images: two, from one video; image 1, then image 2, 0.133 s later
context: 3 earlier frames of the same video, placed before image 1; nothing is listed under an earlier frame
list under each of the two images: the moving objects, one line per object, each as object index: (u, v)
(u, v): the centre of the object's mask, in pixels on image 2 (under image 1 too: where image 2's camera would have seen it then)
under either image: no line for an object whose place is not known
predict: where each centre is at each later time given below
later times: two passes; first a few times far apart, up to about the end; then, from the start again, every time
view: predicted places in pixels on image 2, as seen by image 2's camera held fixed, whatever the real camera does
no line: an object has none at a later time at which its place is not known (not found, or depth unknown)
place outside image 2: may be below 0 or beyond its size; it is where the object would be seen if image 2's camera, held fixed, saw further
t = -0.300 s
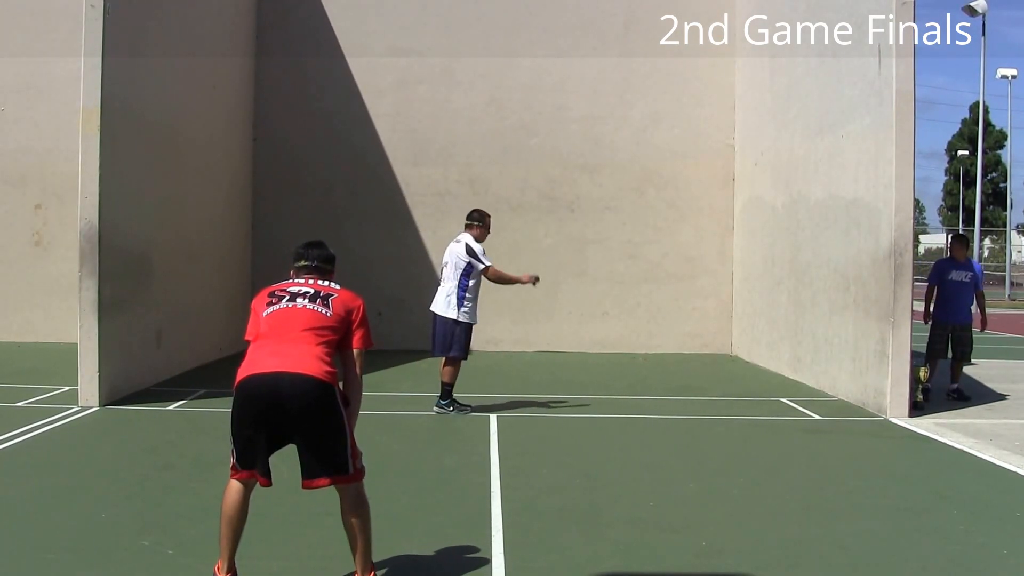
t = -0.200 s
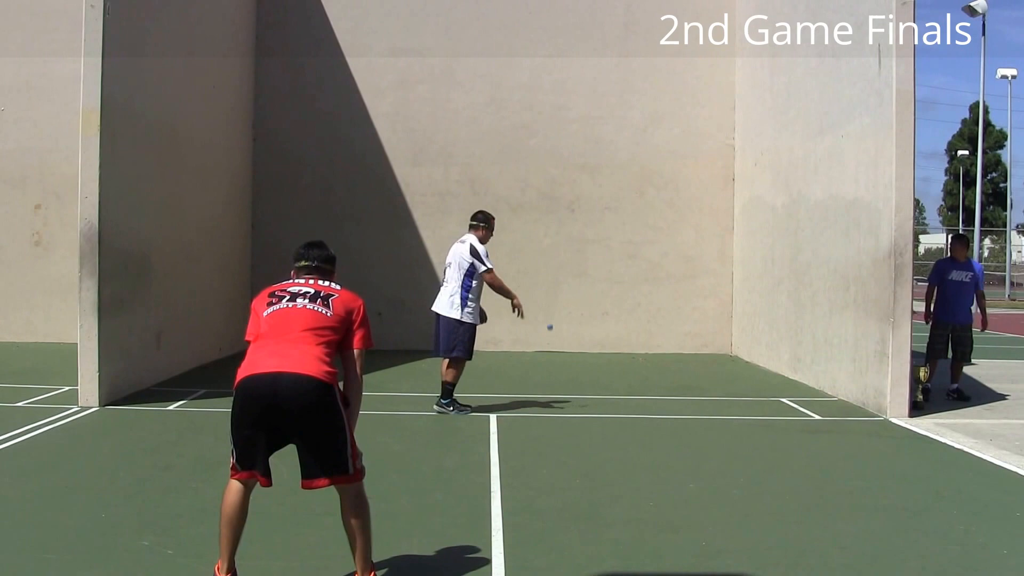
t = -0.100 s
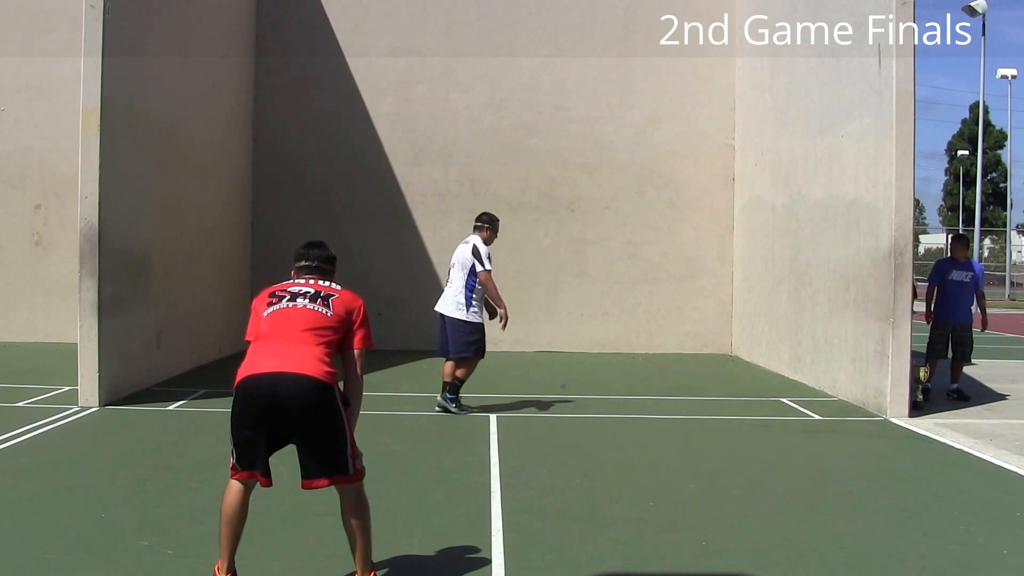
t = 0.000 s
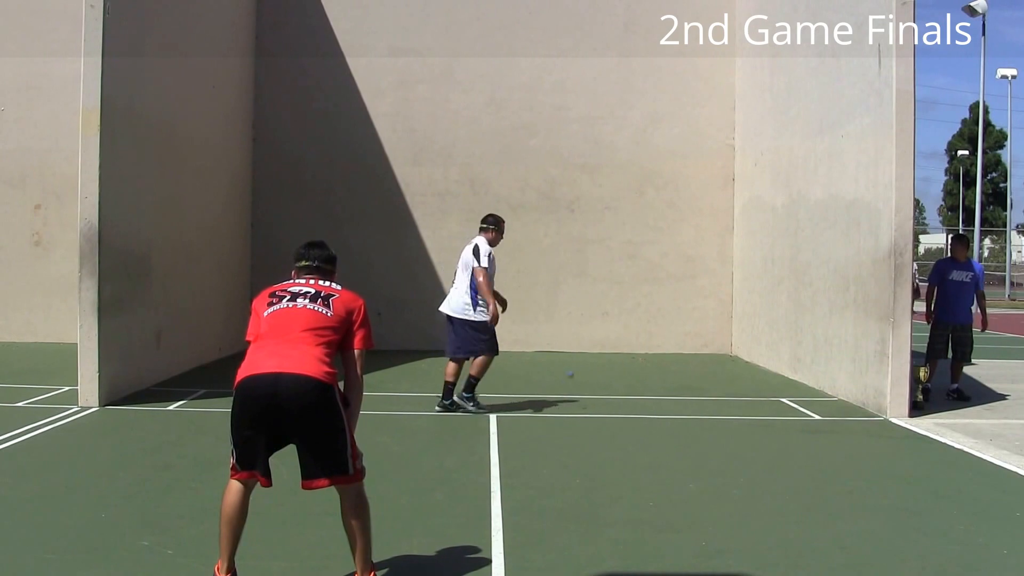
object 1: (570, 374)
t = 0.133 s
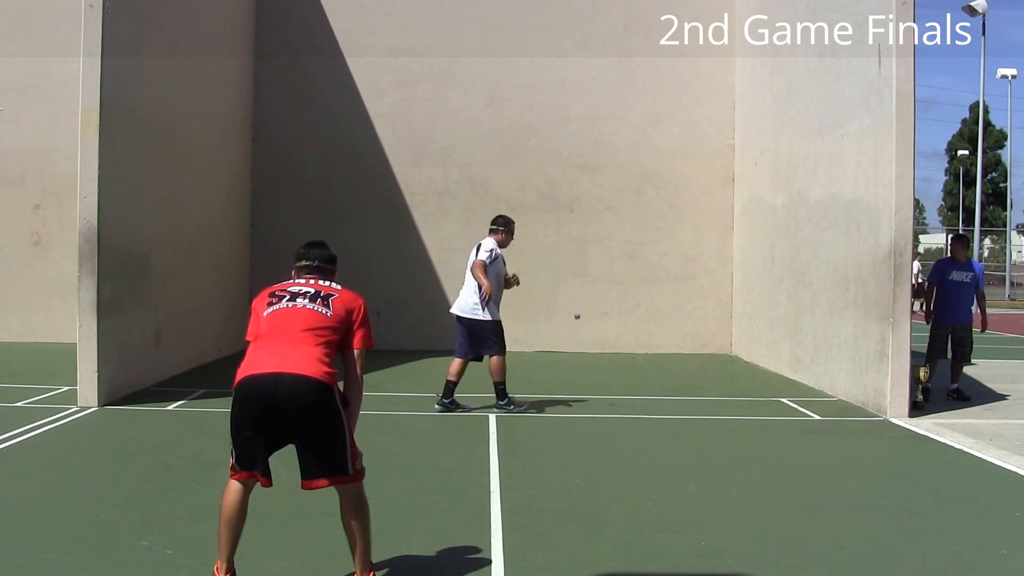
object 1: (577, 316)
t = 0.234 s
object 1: (582, 285)
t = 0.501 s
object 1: (594, 257)
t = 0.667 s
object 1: (600, 279)
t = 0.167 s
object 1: (579, 305)
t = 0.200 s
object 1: (580, 294)
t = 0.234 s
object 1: (582, 285)
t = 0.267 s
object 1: (583, 278)
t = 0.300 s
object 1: (585, 271)
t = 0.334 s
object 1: (586, 266)
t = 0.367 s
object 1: (588, 261)
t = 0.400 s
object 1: (589, 258)
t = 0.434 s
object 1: (591, 257)
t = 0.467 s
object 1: (592, 256)
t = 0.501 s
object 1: (594, 257)
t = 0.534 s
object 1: (595, 259)
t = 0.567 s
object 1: (596, 262)
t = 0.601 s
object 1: (598, 267)
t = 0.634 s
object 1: (599, 272)
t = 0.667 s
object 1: (600, 279)
